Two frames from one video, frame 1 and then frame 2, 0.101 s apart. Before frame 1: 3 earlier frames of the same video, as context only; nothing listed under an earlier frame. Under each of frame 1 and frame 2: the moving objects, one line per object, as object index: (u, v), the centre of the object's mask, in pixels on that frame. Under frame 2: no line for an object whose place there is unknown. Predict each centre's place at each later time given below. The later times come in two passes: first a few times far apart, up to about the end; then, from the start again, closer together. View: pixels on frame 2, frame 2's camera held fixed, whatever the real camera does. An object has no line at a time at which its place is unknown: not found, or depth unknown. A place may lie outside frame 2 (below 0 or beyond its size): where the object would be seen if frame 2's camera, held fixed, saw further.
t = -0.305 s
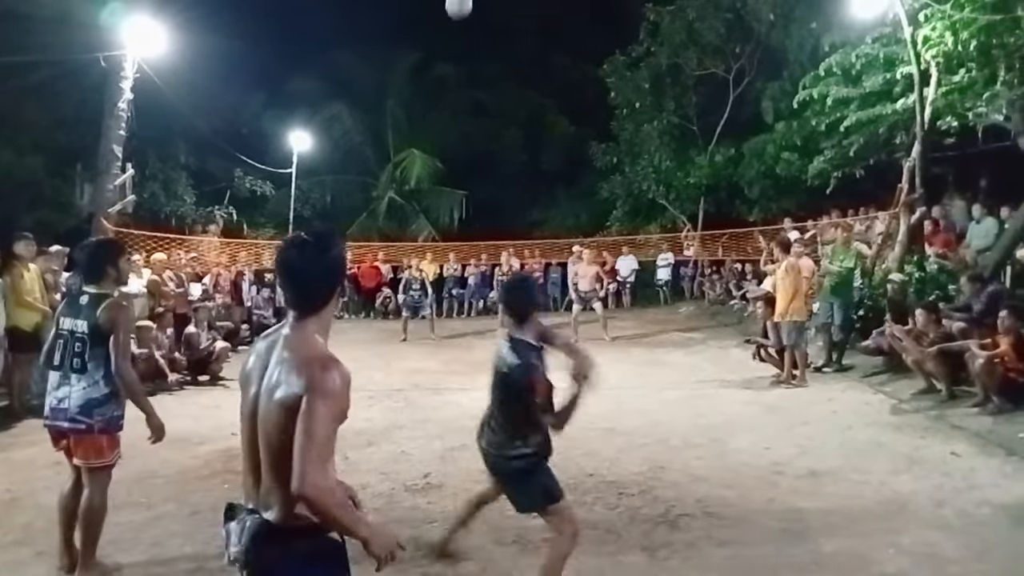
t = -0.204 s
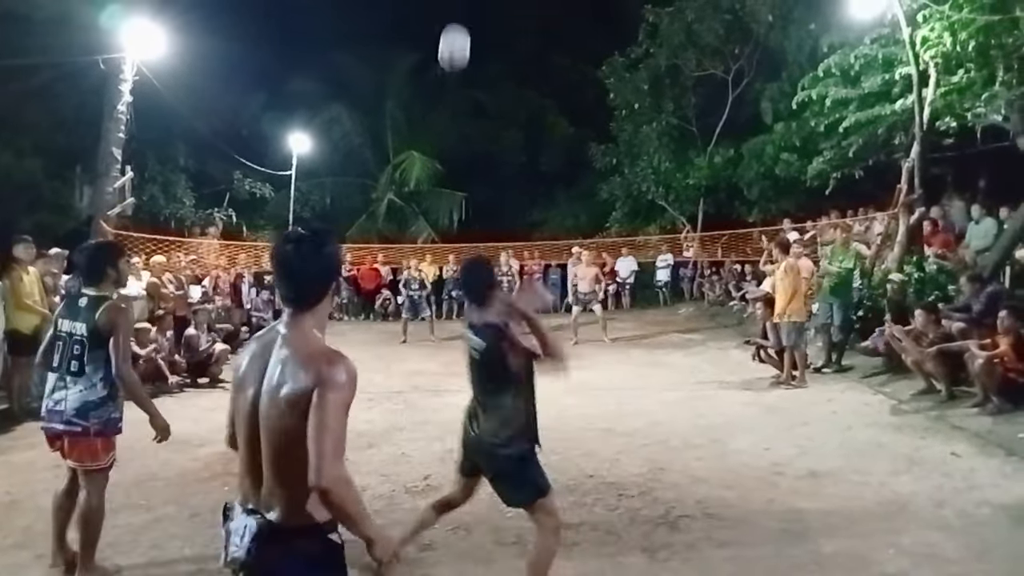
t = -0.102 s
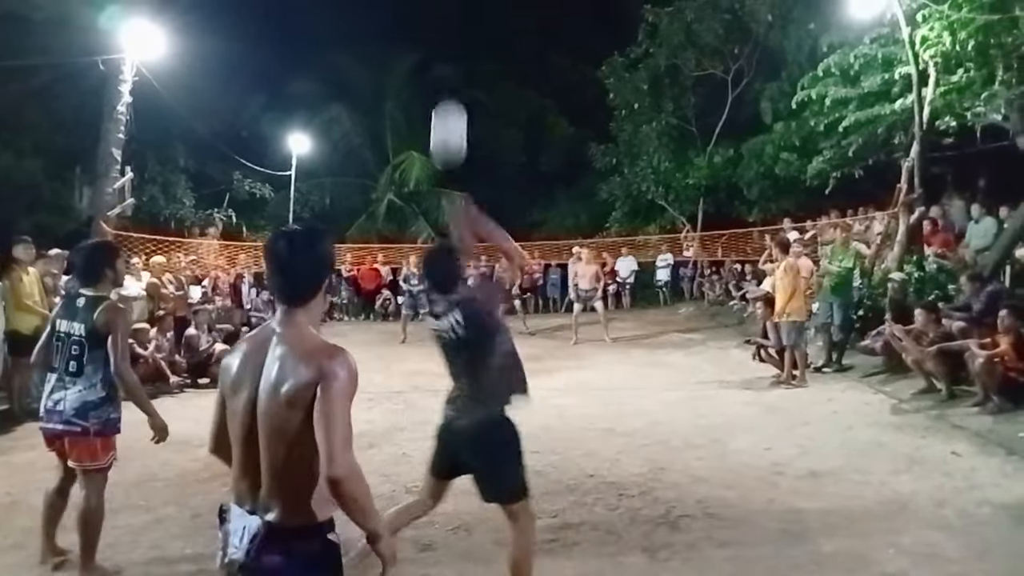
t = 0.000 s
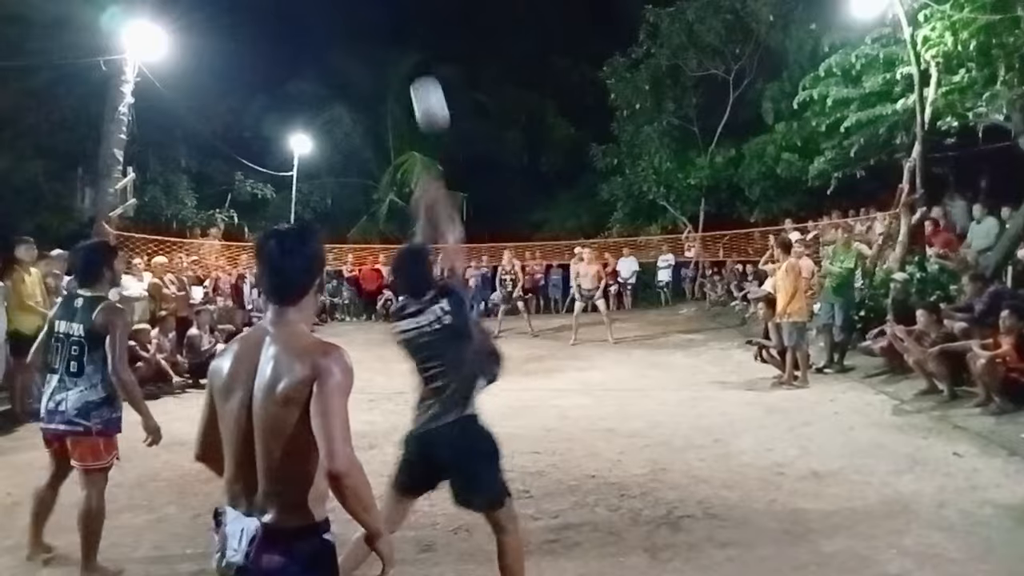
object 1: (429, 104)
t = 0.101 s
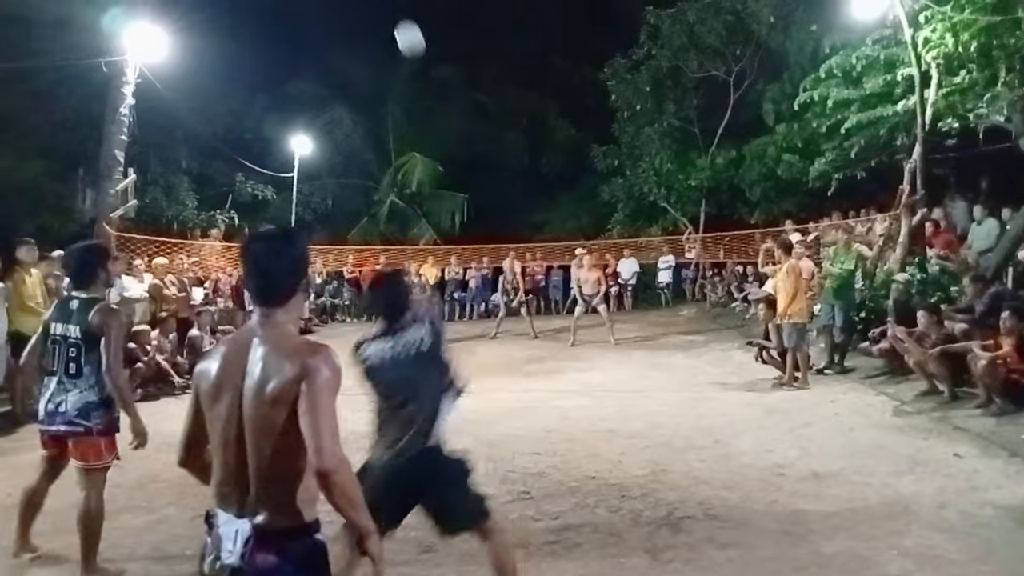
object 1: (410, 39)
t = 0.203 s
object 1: (395, 10)
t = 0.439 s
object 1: (374, 7)
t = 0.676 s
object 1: (363, 48)
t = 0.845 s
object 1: (358, 92)
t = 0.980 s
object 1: (354, 132)
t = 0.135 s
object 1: (404, 26)
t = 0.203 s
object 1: (395, 10)
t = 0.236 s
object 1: (392, 7)
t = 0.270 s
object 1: (388, 5)
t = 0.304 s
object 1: (384, 4)
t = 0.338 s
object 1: (381, 4)
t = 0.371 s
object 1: (378, 5)
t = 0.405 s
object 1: (376, 5)
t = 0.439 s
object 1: (374, 7)
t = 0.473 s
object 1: (372, 10)
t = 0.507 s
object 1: (370, 15)
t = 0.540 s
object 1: (368, 20)
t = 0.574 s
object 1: (367, 27)
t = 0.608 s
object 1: (366, 33)
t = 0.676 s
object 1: (363, 48)
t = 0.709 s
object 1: (362, 56)
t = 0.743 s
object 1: (361, 65)
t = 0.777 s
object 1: (360, 74)
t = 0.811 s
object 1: (359, 83)
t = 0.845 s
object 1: (358, 92)
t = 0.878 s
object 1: (356, 102)
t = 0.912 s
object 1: (356, 112)
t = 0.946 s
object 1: (355, 122)
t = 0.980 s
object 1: (354, 132)
